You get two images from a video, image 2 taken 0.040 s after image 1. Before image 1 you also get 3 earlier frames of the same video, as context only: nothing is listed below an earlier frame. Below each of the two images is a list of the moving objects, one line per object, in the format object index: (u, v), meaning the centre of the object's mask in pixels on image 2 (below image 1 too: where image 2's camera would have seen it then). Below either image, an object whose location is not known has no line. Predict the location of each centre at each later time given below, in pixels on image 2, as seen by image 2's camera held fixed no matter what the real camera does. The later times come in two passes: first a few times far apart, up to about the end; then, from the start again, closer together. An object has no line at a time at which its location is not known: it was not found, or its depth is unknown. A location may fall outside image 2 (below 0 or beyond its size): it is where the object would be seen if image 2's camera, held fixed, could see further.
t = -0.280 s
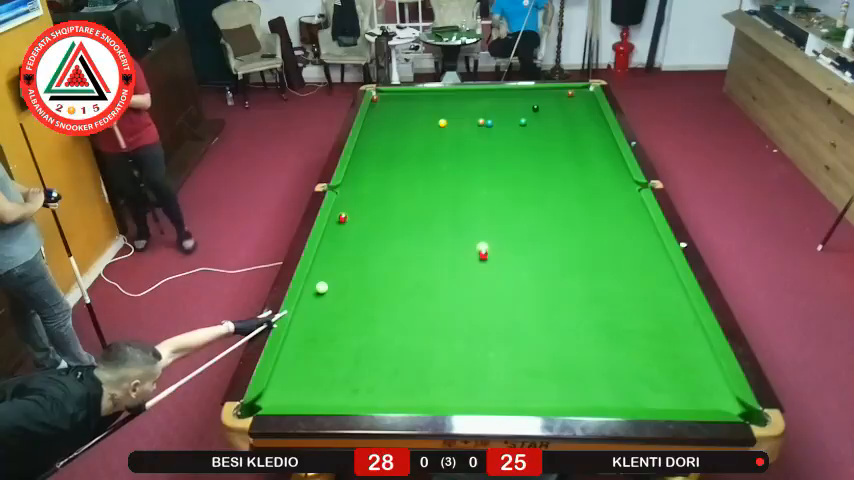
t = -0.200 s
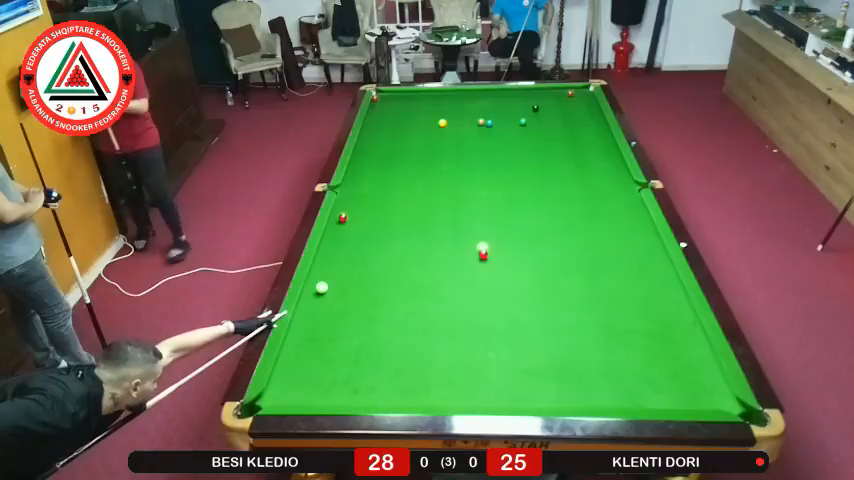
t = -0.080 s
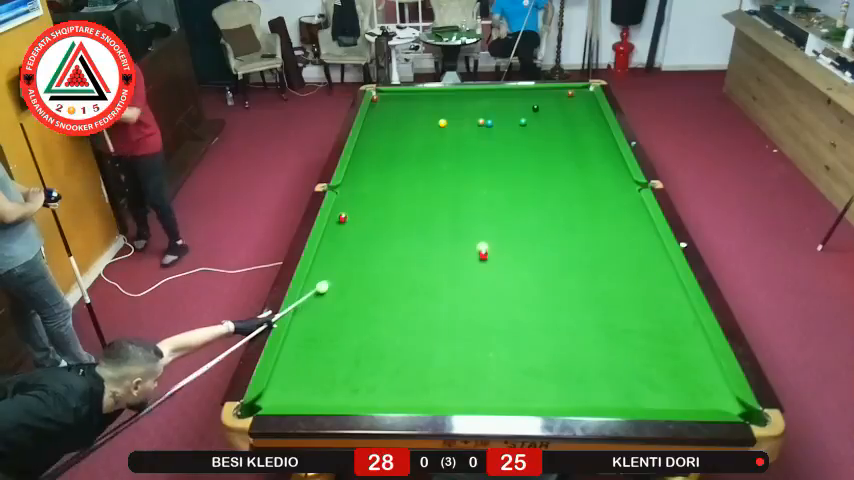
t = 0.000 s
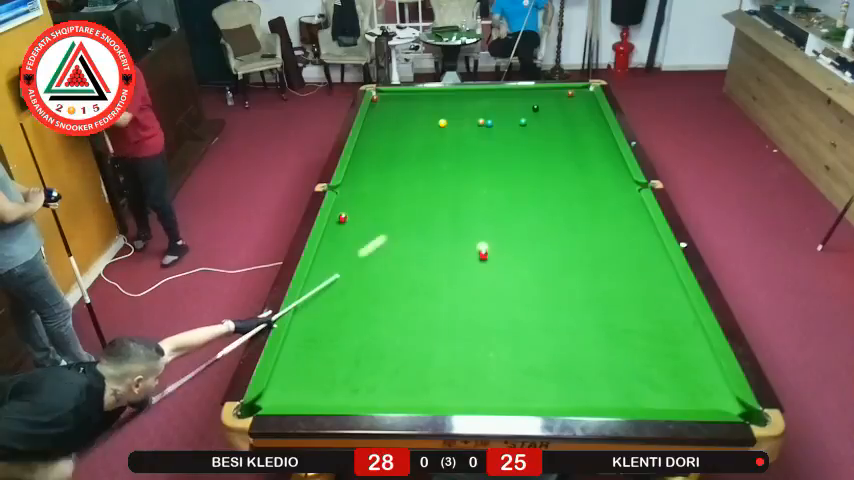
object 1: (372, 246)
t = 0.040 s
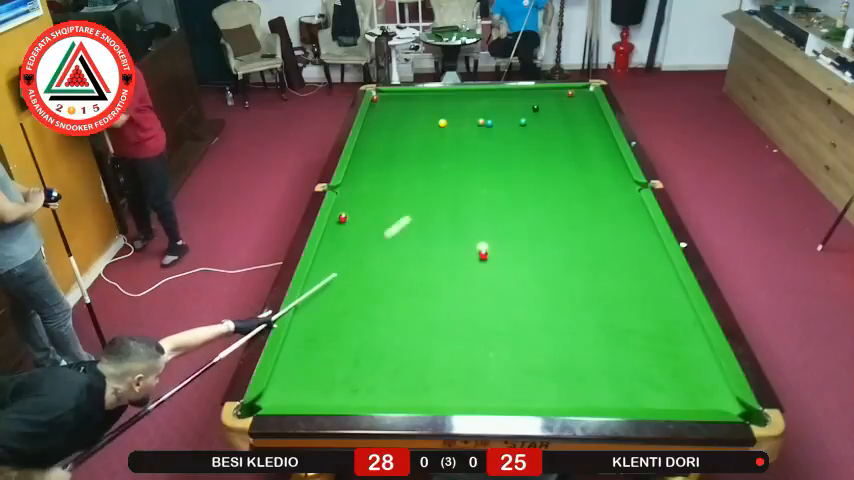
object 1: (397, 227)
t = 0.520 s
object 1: (561, 93)
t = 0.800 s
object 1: (547, 95)
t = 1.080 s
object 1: (547, 101)
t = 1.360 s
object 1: (554, 103)
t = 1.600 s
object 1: (559, 104)
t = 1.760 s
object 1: (562, 104)
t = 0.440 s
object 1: (559, 100)
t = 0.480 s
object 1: (564, 94)
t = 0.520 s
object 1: (561, 93)
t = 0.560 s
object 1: (557, 91)
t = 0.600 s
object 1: (554, 89)
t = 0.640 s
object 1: (551, 88)
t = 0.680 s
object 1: (550, 90)
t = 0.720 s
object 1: (549, 92)
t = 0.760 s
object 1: (548, 93)
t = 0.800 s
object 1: (547, 95)
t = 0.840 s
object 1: (546, 96)
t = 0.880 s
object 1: (546, 97)
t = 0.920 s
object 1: (546, 98)
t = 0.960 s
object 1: (546, 99)
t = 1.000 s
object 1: (546, 100)
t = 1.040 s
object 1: (546, 101)
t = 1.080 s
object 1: (547, 101)
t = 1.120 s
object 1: (548, 102)
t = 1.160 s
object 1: (549, 102)
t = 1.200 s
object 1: (549, 102)
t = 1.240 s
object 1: (550, 102)
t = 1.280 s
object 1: (552, 103)
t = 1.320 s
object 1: (552, 103)
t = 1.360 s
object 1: (554, 103)
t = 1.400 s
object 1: (554, 103)
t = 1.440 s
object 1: (556, 103)
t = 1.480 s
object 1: (556, 103)
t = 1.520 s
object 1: (557, 104)
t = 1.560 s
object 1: (558, 104)
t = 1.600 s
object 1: (559, 104)
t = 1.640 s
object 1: (560, 104)
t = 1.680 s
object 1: (561, 104)
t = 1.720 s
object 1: (561, 104)
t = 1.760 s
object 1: (562, 104)
